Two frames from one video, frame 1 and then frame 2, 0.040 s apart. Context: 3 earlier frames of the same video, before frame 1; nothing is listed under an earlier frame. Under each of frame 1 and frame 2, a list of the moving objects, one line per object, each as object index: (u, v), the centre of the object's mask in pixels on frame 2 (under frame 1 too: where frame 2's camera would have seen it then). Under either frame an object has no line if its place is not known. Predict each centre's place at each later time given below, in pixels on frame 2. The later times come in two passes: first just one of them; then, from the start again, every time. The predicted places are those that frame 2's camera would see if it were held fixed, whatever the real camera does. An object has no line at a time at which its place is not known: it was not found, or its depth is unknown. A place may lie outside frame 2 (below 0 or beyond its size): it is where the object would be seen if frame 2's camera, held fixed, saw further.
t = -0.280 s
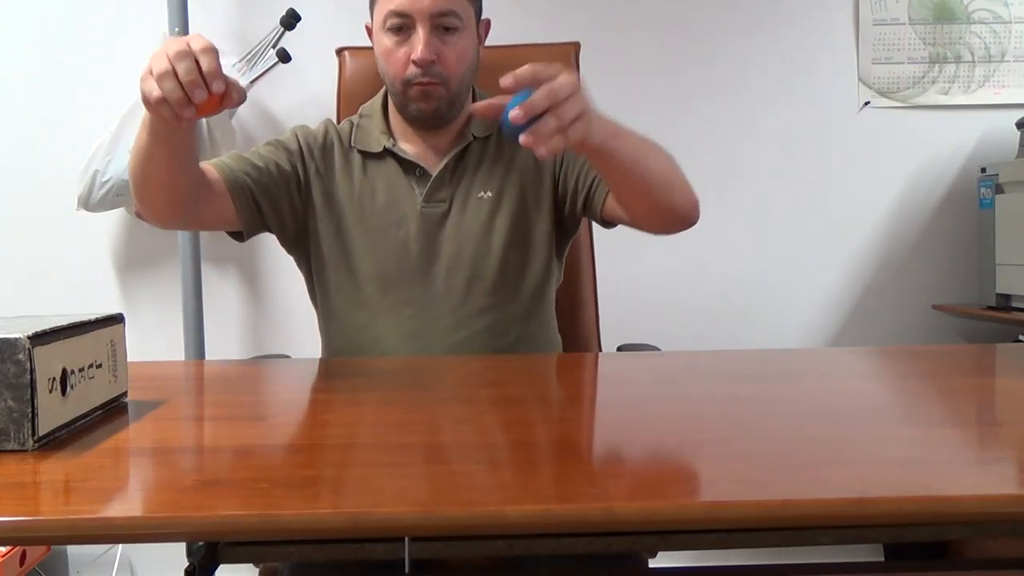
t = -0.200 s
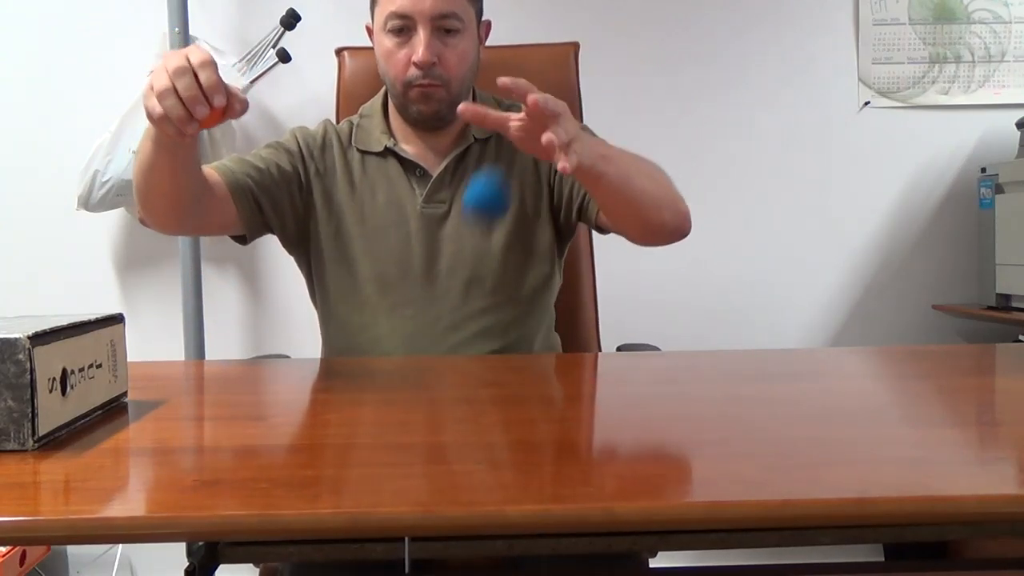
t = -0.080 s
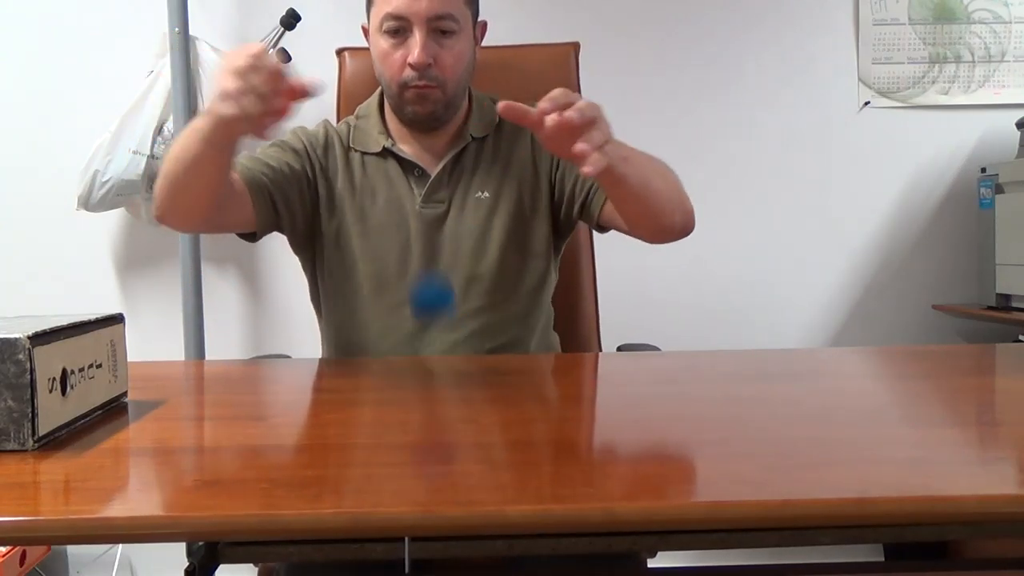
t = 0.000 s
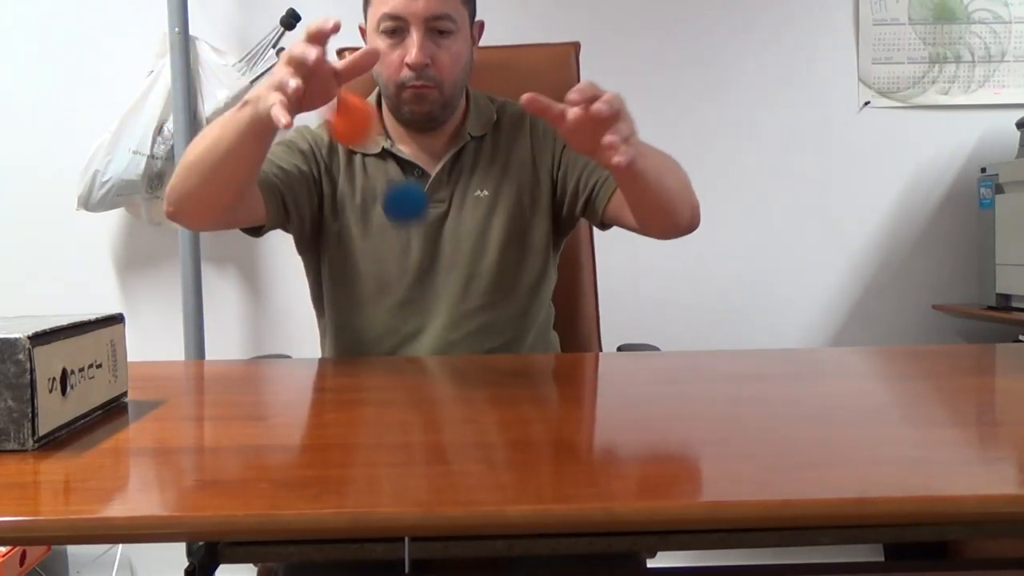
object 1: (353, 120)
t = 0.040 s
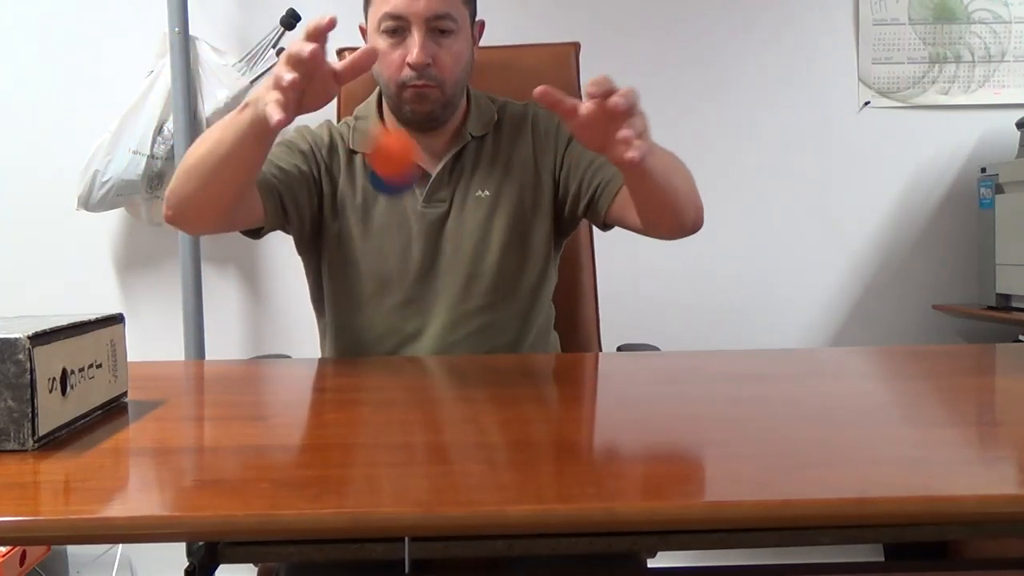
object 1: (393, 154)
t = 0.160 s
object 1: (519, 346)
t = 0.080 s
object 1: (433, 202)
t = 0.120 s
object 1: (477, 269)
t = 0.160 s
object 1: (519, 346)
